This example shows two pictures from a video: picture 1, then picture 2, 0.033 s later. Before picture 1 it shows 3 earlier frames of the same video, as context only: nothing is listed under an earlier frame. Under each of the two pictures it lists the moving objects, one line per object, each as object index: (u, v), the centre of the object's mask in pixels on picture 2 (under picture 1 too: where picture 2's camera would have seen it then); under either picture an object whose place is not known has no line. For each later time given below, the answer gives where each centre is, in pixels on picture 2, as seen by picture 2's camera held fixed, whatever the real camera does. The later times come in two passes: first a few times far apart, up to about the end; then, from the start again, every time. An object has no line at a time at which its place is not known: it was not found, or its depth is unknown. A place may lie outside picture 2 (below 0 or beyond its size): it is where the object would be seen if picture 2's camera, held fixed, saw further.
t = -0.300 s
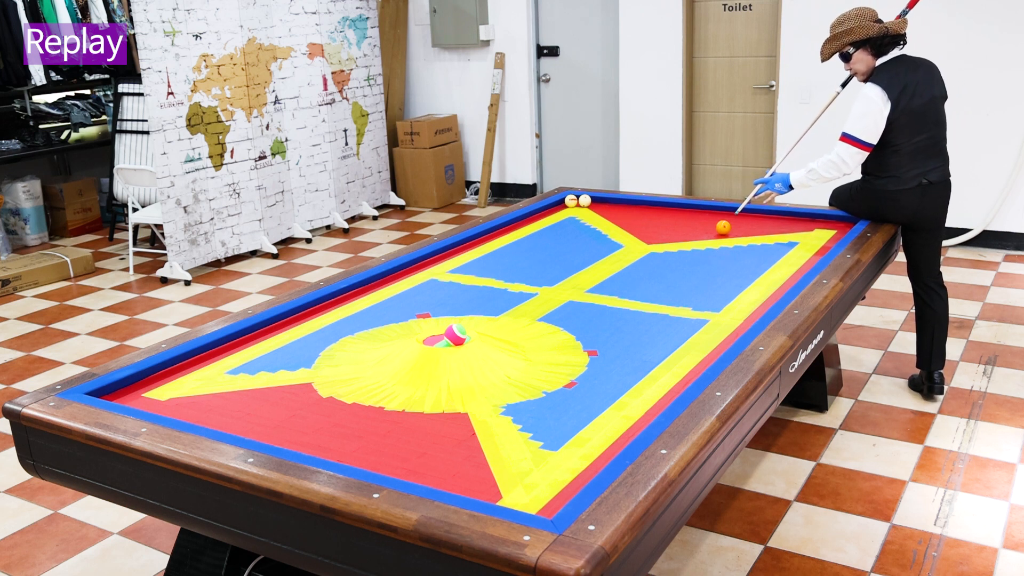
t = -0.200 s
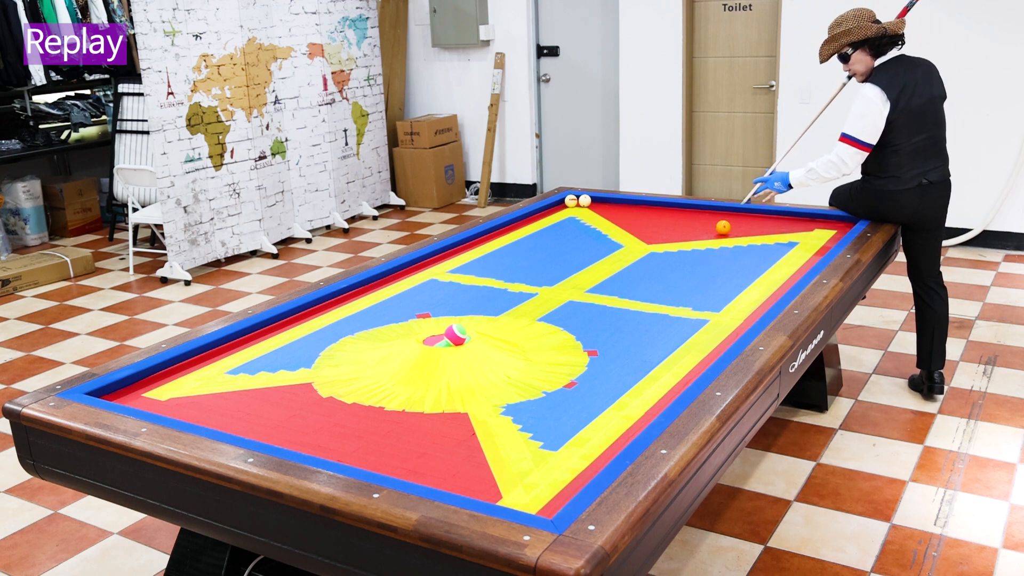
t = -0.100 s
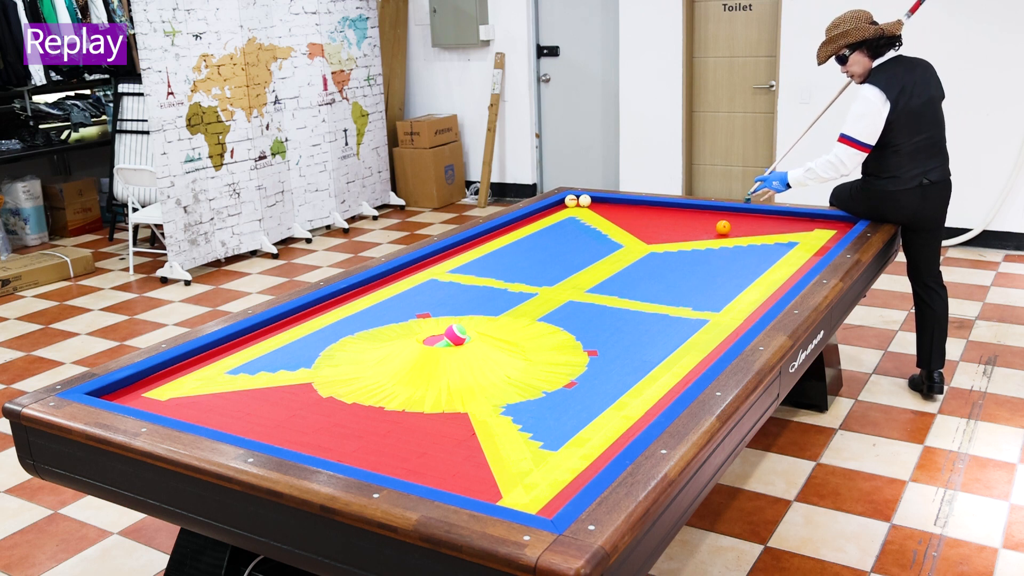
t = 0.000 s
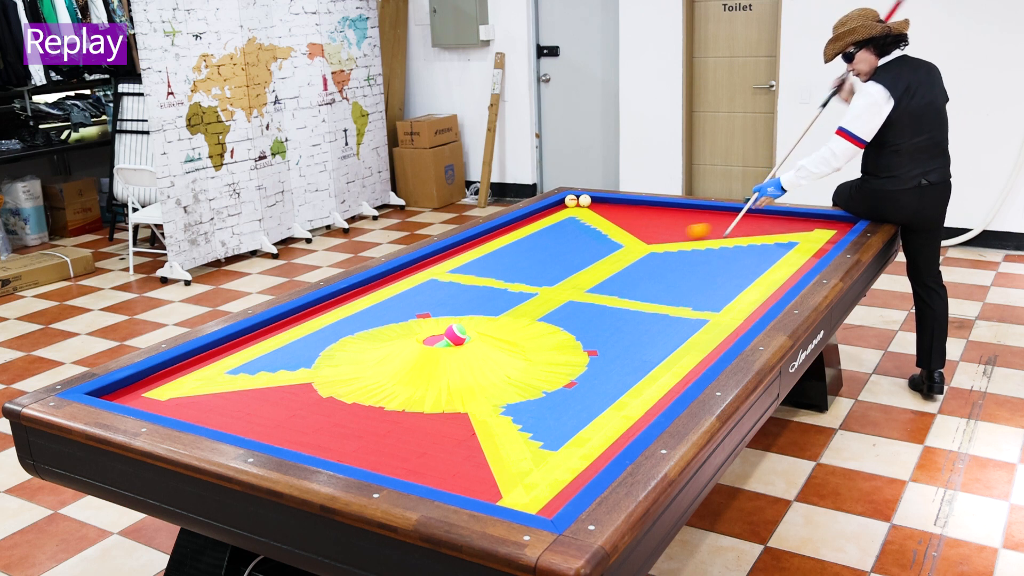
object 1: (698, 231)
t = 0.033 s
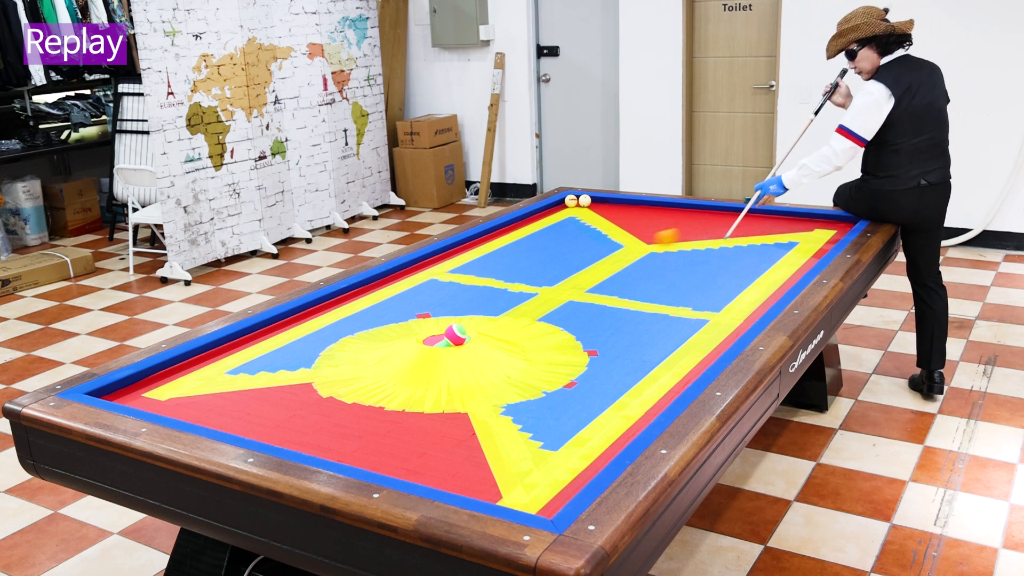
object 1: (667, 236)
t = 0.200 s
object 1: (503, 268)
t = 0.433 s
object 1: (307, 317)
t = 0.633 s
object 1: (243, 385)
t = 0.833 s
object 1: (307, 399)
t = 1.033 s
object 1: (452, 367)
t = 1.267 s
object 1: (593, 358)
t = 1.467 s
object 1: (712, 347)
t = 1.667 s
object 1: (691, 319)
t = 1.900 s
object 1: (668, 292)
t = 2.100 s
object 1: (652, 272)
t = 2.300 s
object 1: (639, 256)
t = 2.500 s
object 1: (627, 241)
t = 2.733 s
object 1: (615, 226)
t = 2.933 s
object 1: (606, 215)
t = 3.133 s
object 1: (598, 206)
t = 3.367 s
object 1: (597, 199)
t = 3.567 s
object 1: (582, 201)
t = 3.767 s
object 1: (582, 205)
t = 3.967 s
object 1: (582, 207)
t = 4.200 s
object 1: (581, 209)
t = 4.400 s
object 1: (580, 211)
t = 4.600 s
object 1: (580, 213)
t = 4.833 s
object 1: (580, 215)
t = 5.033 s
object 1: (581, 216)
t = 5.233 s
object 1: (583, 217)
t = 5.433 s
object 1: (585, 219)
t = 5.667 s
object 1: (588, 219)
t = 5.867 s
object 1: (590, 220)
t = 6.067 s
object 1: (593, 221)
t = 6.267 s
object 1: (594, 221)
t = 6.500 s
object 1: (594, 221)
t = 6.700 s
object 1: (594, 222)
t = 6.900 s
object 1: (594, 222)
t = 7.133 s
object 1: (594, 221)
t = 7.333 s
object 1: (594, 221)
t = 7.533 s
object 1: (594, 221)
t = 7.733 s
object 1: (594, 221)
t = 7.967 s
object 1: (594, 221)
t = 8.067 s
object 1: (594, 222)
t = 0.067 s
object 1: (636, 243)
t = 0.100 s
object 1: (602, 248)
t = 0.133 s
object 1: (570, 255)
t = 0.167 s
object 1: (536, 261)
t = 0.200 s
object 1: (503, 268)
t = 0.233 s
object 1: (470, 273)
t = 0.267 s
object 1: (436, 280)
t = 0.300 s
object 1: (400, 286)
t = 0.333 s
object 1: (365, 292)
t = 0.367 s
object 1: (333, 300)
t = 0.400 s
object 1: (313, 308)
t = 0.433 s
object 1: (307, 317)
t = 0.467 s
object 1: (300, 327)
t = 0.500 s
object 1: (291, 338)
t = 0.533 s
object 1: (282, 349)
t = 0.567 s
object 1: (270, 361)
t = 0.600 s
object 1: (257, 371)
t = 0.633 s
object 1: (243, 385)
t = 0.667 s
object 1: (226, 399)
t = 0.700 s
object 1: (210, 413)
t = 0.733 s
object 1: (212, 418)
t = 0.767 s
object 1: (246, 412)
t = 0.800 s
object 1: (278, 405)
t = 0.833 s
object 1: (307, 399)
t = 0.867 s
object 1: (335, 394)
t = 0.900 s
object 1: (363, 387)
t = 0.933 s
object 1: (389, 383)
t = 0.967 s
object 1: (412, 379)
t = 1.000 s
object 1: (433, 372)
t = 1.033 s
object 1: (452, 367)
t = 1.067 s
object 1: (472, 366)
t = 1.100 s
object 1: (490, 365)
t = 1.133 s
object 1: (509, 365)
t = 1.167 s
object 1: (529, 364)
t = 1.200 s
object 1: (551, 362)
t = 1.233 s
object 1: (571, 361)
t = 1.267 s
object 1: (593, 358)
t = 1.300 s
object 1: (612, 356)
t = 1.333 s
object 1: (633, 354)
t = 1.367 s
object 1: (653, 352)
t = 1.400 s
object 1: (672, 351)
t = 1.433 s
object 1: (692, 348)
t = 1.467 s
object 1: (712, 347)
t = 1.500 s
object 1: (719, 343)
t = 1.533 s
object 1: (711, 338)
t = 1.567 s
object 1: (704, 333)
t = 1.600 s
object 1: (699, 328)
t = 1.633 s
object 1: (695, 323)
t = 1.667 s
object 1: (691, 319)
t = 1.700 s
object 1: (688, 315)
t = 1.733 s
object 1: (684, 311)
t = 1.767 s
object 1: (681, 307)
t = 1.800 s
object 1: (678, 303)
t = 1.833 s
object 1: (675, 299)
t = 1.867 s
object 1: (671, 296)
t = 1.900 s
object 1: (668, 292)
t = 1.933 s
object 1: (666, 289)
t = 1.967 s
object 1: (663, 285)
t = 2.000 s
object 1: (660, 282)
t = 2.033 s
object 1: (657, 279)
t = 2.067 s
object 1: (655, 276)
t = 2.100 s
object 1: (652, 272)
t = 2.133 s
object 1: (650, 269)
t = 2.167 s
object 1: (647, 267)
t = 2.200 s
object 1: (645, 264)
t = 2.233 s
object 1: (643, 261)
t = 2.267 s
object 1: (641, 258)
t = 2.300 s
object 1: (639, 256)
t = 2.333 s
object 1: (636, 253)
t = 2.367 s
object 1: (634, 251)
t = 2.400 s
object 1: (632, 248)
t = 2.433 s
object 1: (630, 246)
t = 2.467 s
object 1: (629, 243)
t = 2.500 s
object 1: (627, 241)
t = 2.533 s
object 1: (625, 239)
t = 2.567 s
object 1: (623, 237)
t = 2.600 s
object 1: (622, 234)
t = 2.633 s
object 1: (620, 232)
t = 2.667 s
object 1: (618, 230)
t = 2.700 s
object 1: (617, 228)
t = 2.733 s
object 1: (615, 226)
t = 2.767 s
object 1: (614, 224)
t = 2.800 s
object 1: (612, 222)
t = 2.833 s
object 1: (611, 220)
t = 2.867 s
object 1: (609, 219)
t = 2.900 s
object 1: (608, 217)
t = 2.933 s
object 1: (606, 215)
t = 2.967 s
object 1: (605, 213)
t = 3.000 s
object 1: (603, 212)
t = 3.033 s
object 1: (602, 210)
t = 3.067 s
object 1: (601, 209)
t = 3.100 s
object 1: (599, 207)
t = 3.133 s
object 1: (598, 206)
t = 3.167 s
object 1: (597, 204)
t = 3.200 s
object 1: (595, 203)
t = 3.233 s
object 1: (596, 201)
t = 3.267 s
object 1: (598, 200)
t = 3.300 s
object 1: (600, 199)
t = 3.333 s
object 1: (600, 199)
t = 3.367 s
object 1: (597, 199)
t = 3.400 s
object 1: (594, 200)
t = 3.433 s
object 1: (592, 201)
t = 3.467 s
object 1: (589, 201)
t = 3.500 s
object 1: (586, 201)
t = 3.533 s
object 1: (584, 201)
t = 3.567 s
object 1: (582, 201)
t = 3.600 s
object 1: (582, 202)
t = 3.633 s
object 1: (582, 202)
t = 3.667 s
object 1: (582, 203)
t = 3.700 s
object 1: (582, 204)
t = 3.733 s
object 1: (582, 204)
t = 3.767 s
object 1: (582, 205)
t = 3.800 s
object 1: (582, 205)
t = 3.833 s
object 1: (582, 205)
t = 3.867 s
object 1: (582, 206)
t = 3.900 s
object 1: (582, 206)
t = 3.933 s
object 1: (582, 206)
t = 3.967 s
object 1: (582, 207)
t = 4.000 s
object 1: (582, 207)
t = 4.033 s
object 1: (582, 207)
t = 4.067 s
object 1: (581, 207)
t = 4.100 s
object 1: (581, 208)
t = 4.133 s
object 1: (581, 208)
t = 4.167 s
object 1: (581, 208)
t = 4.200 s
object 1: (581, 209)
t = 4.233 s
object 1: (581, 209)
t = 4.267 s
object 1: (581, 210)
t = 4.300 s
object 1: (581, 210)
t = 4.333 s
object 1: (581, 210)
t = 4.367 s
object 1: (580, 211)
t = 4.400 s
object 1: (580, 211)
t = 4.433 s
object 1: (580, 211)
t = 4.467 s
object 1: (580, 212)
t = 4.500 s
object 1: (580, 212)
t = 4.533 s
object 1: (580, 213)
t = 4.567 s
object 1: (580, 213)
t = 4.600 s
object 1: (580, 213)
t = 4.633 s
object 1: (580, 213)
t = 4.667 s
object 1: (580, 213)
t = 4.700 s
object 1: (580, 214)
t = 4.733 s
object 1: (580, 214)
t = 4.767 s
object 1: (580, 214)
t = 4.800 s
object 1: (580, 214)
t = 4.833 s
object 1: (580, 215)
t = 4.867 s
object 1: (580, 215)
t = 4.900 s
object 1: (581, 215)
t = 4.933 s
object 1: (581, 215)
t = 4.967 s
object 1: (581, 216)
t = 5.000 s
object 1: (581, 216)
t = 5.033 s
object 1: (581, 216)
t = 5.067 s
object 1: (581, 216)
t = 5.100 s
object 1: (581, 216)
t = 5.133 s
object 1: (582, 216)
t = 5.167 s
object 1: (581, 217)
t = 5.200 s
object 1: (582, 217)
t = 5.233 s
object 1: (583, 217)
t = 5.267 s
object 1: (583, 218)
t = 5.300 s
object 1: (583, 218)
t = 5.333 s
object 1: (584, 218)
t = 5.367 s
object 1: (584, 218)
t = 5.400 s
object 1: (585, 218)
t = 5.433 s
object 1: (585, 219)
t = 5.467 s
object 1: (586, 219)
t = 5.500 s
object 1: (586, 219)
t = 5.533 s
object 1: (587, 219)
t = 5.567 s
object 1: (587, 219)
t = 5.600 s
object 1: (588, 219)
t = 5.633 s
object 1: (588, 219)
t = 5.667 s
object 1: (588, 219)
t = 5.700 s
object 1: (588, 219)
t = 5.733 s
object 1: (589, 219)
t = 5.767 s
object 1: (589, 219)
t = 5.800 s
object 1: (589, 220)
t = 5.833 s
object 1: (590, 220)
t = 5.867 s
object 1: (590, 220)
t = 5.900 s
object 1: (591, 220)
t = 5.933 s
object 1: (591, 220)
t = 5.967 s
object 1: (592, 220)
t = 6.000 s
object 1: (592, 220)
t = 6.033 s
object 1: (592, 221)
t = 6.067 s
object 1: (593, 221)
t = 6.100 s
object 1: (593, 221)
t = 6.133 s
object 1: (593, 221)
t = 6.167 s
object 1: (594, 221)
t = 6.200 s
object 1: (594, 221)
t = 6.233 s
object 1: (594, 221)
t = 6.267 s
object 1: (594, 221)
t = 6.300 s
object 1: (594, 221)
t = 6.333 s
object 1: (594, 221)
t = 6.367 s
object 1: (594, 221)
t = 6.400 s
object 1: (594, 221)
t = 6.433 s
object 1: (594, 221)
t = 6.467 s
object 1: (594, 221)
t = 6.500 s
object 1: (594, 221)
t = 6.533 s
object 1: (594, 221)
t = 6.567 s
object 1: (594, 221)
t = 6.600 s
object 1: (594, 221)
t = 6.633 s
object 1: (594, 221)
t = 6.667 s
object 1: (594, 221)
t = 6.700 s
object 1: (594, 222)
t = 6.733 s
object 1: (594, 222)
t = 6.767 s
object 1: (594, 221)
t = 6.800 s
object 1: (594, 222)
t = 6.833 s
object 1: (594, 222)
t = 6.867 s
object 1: (594, 222)
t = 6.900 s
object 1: (594, 222)
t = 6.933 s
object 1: (594, 222)
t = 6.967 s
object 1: (594, 222)
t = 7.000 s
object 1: (594, 222)
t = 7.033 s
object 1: (594, 222)
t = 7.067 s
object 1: (594, 221)
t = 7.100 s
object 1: (594, 221)
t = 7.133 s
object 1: (594, 221)
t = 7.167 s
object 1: (594, 221)
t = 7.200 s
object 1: (594, 221)
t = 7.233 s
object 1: (594, 221)
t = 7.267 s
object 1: (594, 221)
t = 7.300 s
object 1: (594, 221)
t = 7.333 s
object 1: (594, 221)
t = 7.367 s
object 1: (594, 221)
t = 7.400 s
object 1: (594, 221)
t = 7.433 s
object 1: (594, 221)
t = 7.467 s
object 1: (594, 221)
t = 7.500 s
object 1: (594, 221)
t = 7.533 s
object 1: (594, 221)
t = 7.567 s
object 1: (594, 221)
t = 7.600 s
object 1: (594, 221)
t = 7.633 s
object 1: (594, 221)
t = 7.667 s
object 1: (594, 221)
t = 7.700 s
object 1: (594, 221)
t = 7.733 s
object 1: (594, 221)
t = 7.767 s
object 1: (594, 221)
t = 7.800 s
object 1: (594, 221)
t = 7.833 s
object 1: (594, 222)
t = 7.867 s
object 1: (594, 221)
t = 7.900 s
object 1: (594, 222)
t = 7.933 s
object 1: (594, 221)
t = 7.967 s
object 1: (594, 221)
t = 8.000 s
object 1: (594, 221)
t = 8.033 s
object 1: (594, 222)
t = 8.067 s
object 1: (594, 222)
